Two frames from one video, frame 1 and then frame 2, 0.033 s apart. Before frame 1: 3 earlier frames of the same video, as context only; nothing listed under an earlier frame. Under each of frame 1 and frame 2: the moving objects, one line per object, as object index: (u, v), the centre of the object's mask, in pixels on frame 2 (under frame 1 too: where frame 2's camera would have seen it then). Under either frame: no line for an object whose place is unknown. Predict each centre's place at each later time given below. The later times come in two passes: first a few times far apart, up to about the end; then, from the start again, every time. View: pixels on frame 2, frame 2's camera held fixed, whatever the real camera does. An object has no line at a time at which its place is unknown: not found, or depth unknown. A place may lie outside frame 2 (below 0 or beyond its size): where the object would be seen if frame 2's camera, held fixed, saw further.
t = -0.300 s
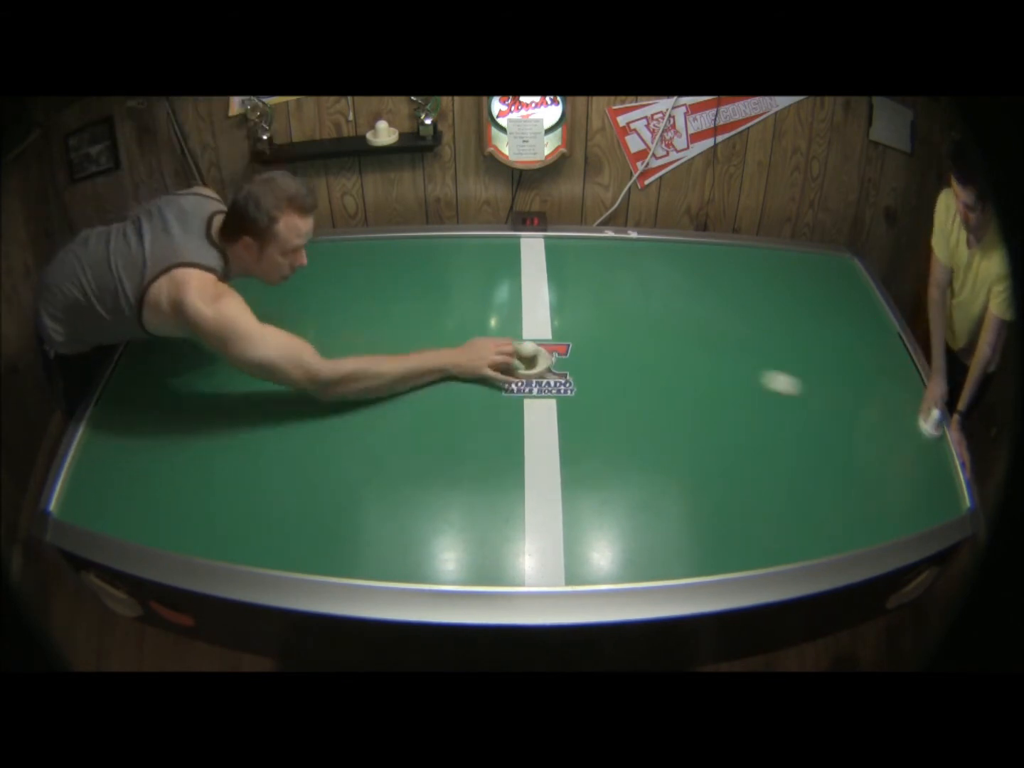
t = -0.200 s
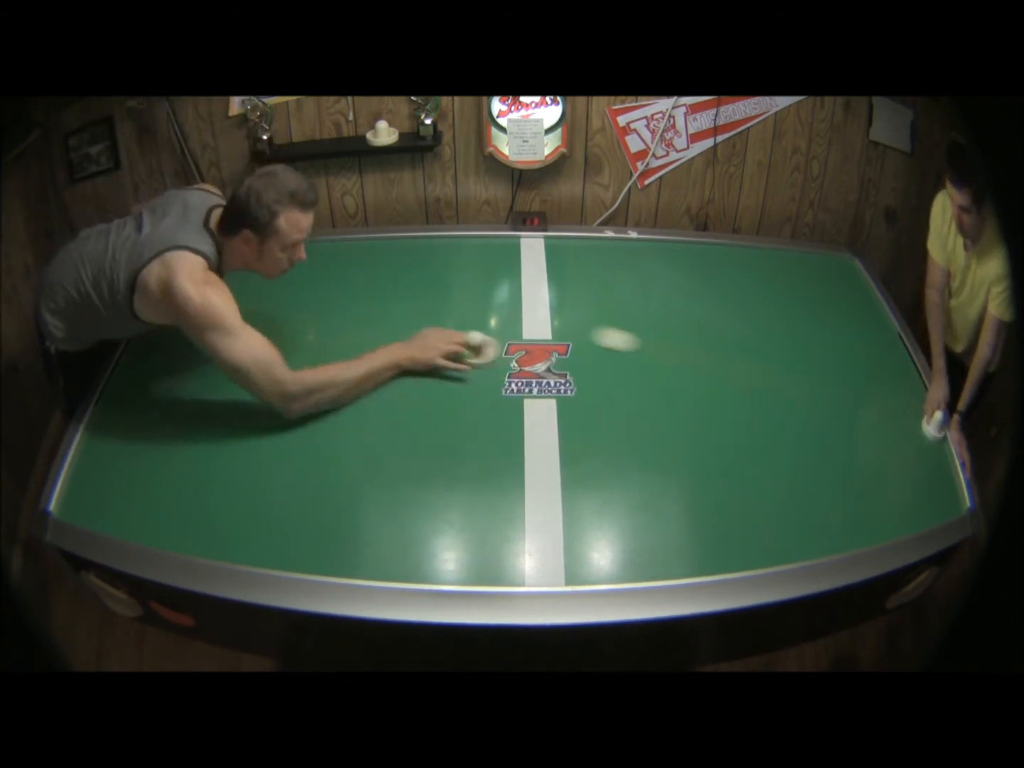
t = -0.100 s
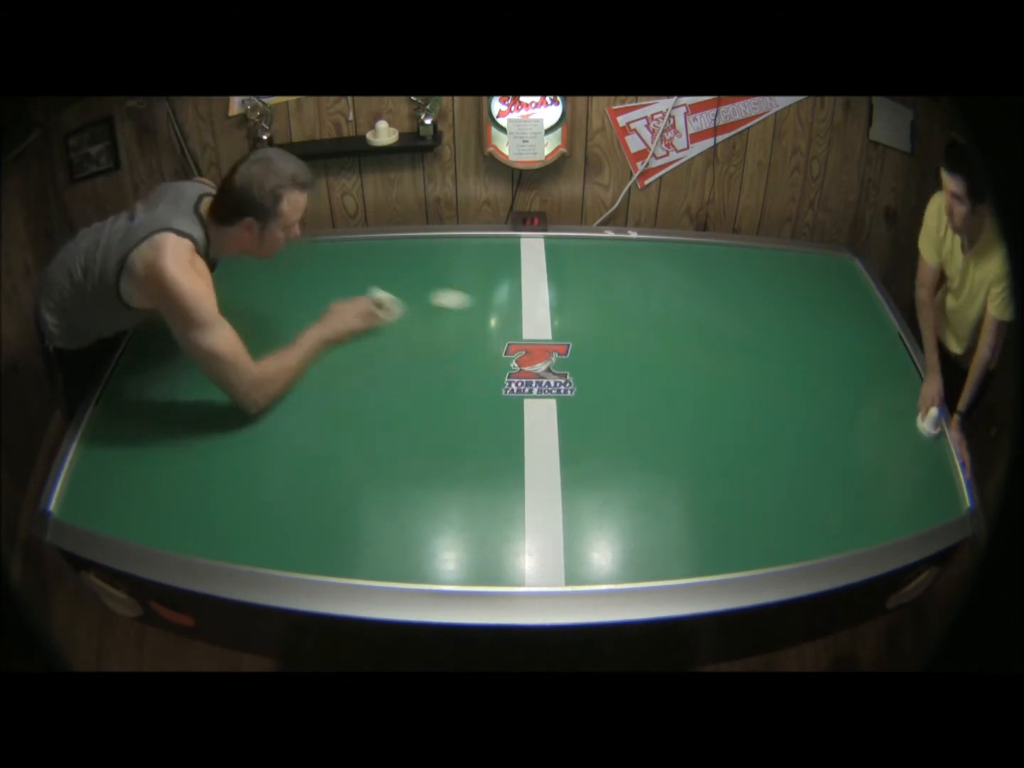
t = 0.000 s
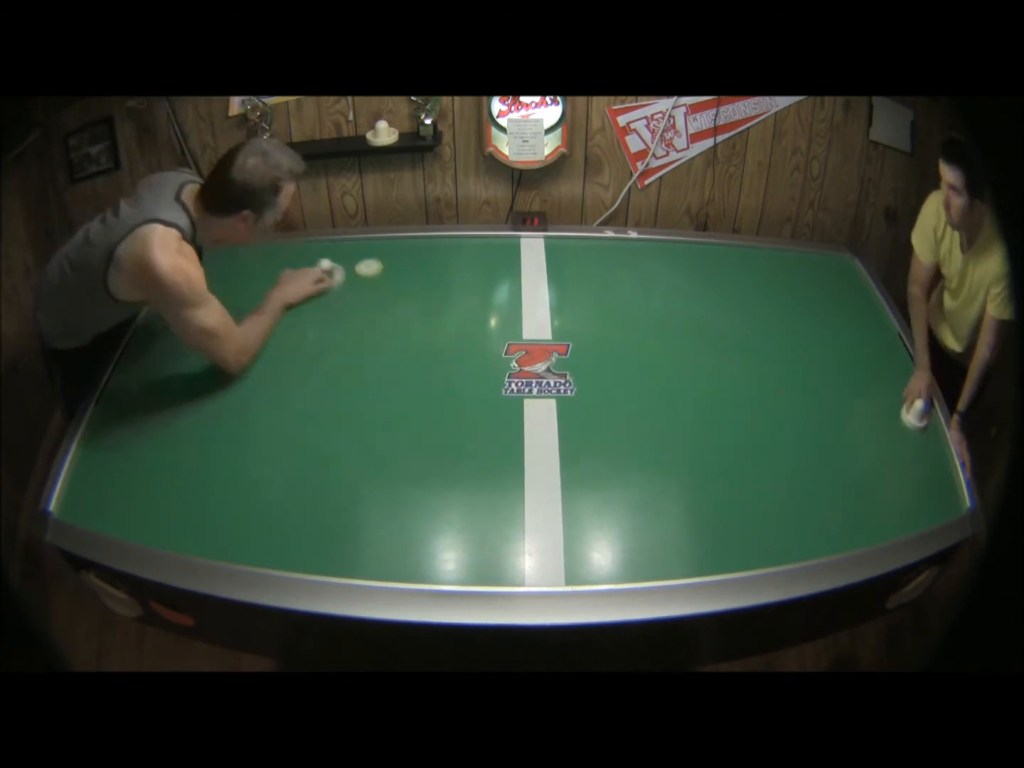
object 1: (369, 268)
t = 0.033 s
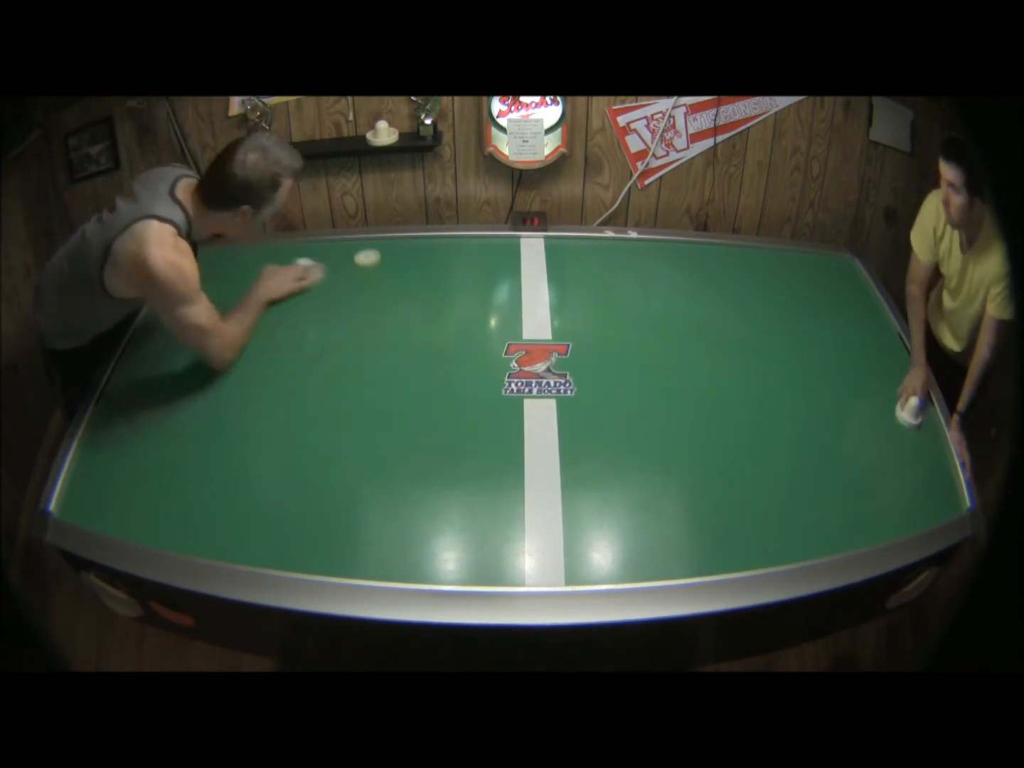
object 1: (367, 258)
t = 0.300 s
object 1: (328, 313)
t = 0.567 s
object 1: (275, 419)
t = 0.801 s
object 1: (224, 537)
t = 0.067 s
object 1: (366, 248)
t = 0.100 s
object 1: (362, 253)
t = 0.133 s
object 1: (356, 262)
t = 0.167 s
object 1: (351, 271)
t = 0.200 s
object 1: (346, 281)
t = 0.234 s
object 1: (340, 291)
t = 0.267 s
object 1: (334, 302)
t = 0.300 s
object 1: (328, 313)
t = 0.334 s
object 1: (323, 324)
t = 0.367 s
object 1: (316, 336)
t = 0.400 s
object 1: (310, 348)
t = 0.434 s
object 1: (303, 362)
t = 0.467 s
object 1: (296, 375)
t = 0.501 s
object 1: (290, 389)
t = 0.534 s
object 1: (283, 403)
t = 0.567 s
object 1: (275, 419)
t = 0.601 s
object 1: (269, 434)
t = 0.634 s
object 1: (261, 450)
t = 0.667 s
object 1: (254, 466)
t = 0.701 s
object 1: (246, 484)
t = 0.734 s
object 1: (239, 501)
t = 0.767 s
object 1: (232, 519)
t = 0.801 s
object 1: (224, 537)
